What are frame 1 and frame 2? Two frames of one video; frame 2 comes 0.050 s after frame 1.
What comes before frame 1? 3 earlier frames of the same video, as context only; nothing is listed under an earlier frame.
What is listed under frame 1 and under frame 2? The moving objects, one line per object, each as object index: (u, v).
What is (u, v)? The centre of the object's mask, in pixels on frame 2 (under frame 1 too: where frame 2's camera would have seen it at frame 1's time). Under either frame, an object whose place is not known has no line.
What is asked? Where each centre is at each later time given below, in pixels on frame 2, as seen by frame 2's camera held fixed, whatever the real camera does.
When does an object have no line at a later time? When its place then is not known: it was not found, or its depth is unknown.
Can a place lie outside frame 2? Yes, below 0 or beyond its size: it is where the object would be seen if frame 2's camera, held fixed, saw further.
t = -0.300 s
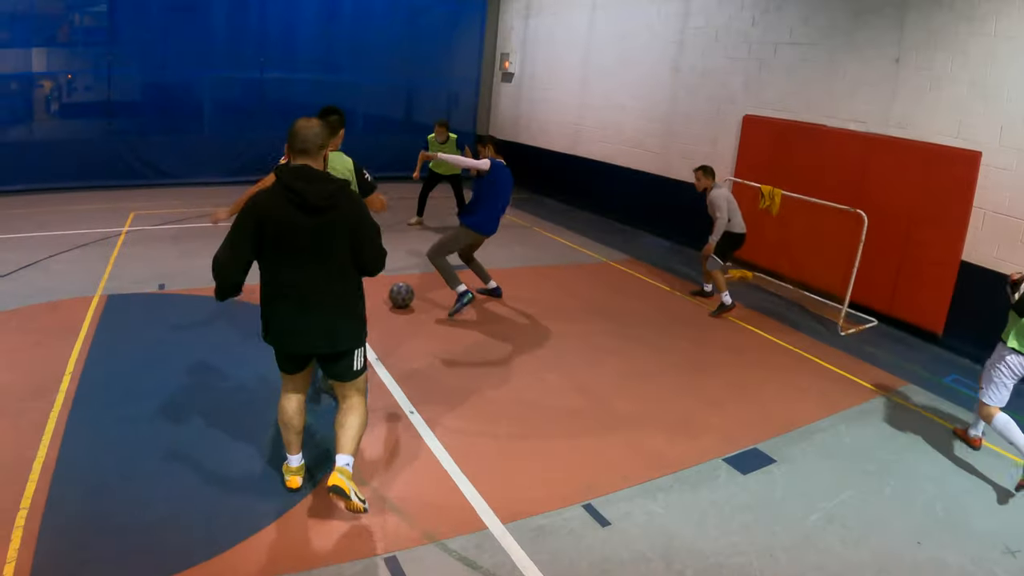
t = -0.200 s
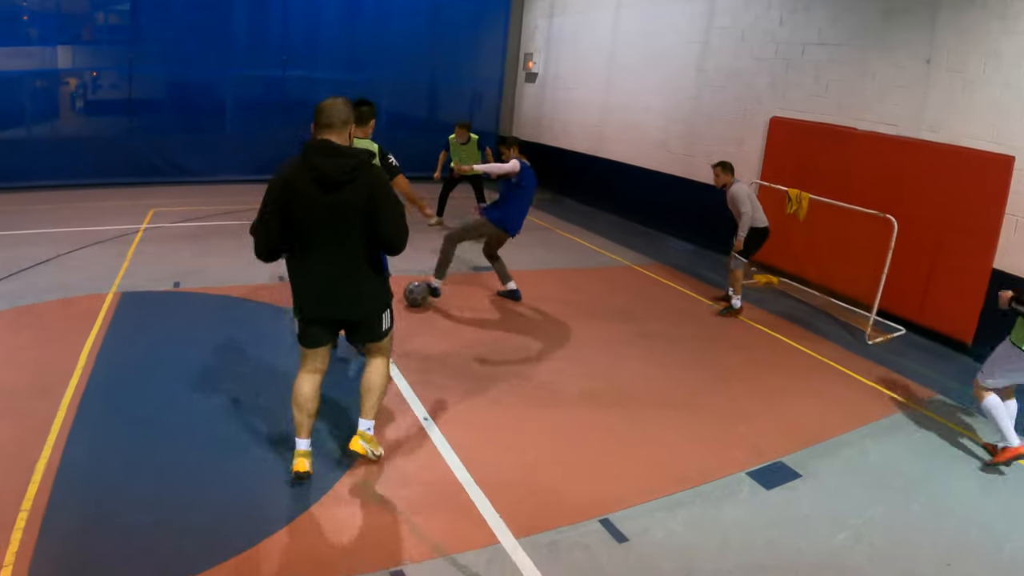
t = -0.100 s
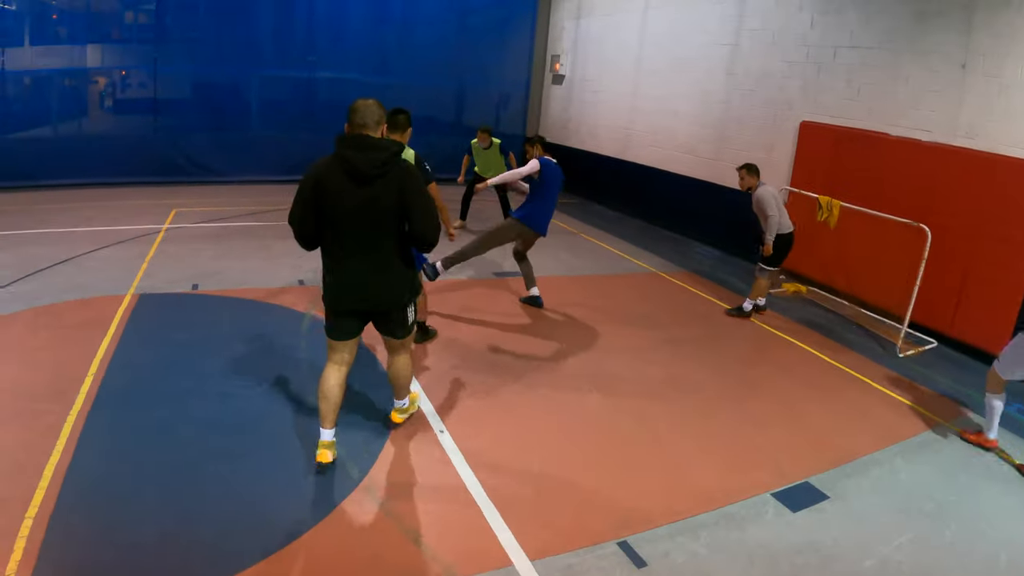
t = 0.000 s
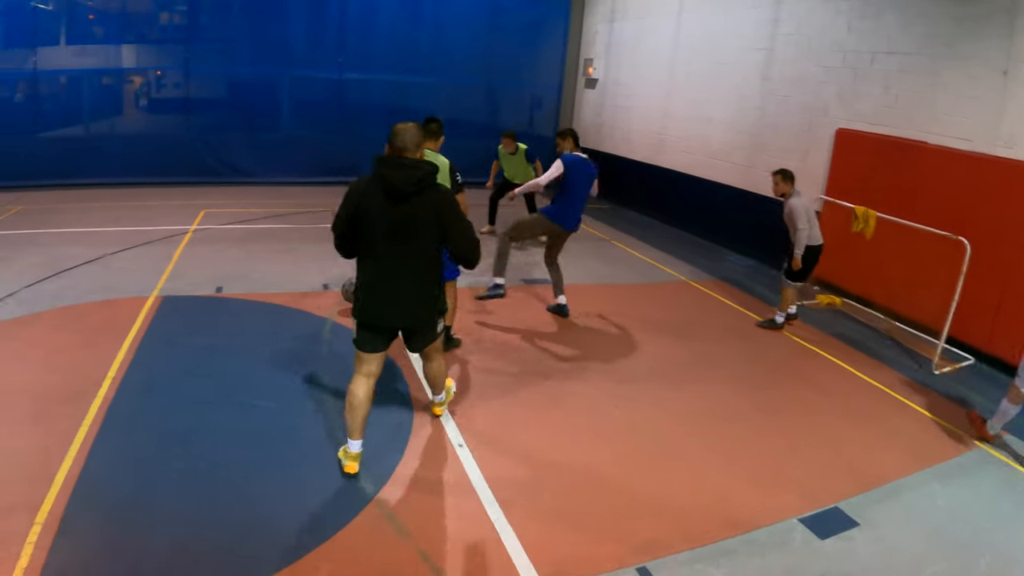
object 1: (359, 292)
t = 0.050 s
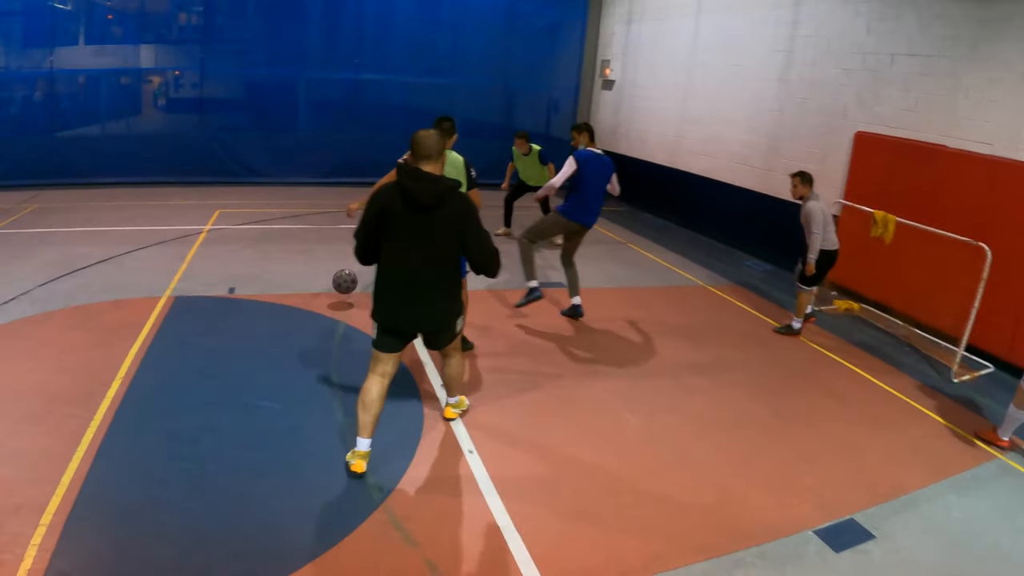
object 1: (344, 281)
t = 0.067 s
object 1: (338, 279)
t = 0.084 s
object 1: (332, 278)
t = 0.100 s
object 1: (326, 276)
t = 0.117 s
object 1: (320, 274)
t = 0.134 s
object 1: (314, 273)
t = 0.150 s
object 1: (308, 272)
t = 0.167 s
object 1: (302, 271)
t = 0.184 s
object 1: (297, 271)
